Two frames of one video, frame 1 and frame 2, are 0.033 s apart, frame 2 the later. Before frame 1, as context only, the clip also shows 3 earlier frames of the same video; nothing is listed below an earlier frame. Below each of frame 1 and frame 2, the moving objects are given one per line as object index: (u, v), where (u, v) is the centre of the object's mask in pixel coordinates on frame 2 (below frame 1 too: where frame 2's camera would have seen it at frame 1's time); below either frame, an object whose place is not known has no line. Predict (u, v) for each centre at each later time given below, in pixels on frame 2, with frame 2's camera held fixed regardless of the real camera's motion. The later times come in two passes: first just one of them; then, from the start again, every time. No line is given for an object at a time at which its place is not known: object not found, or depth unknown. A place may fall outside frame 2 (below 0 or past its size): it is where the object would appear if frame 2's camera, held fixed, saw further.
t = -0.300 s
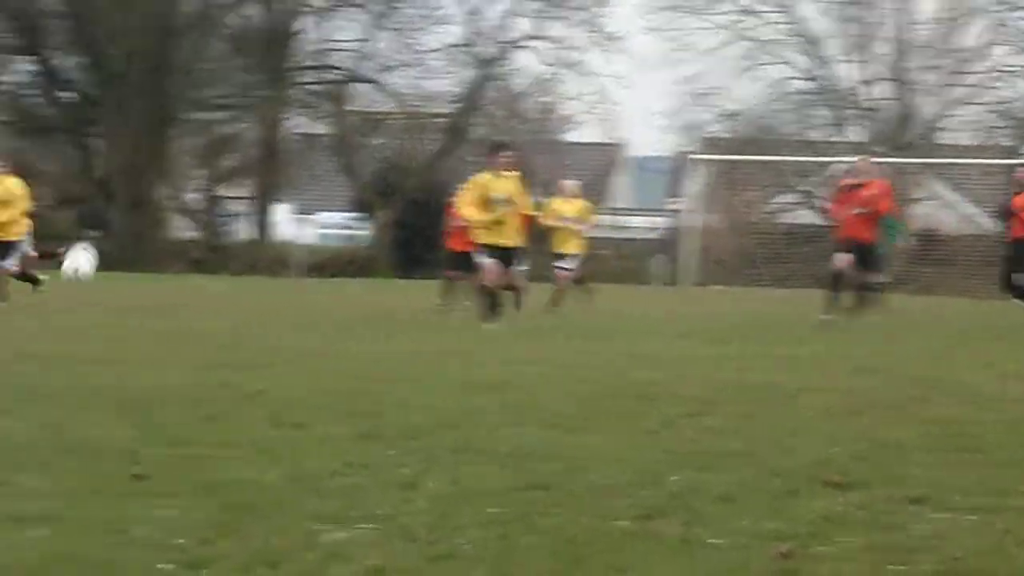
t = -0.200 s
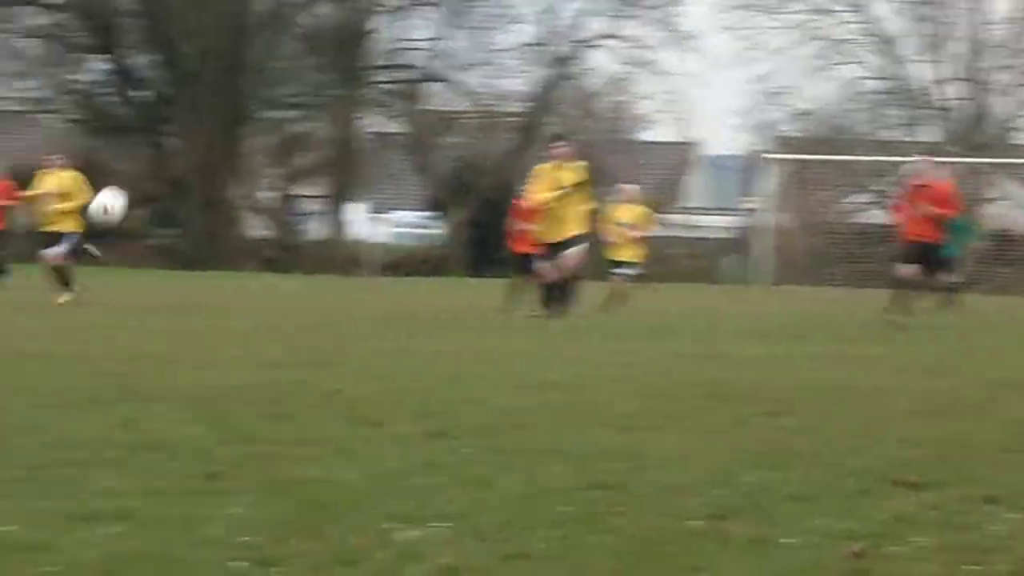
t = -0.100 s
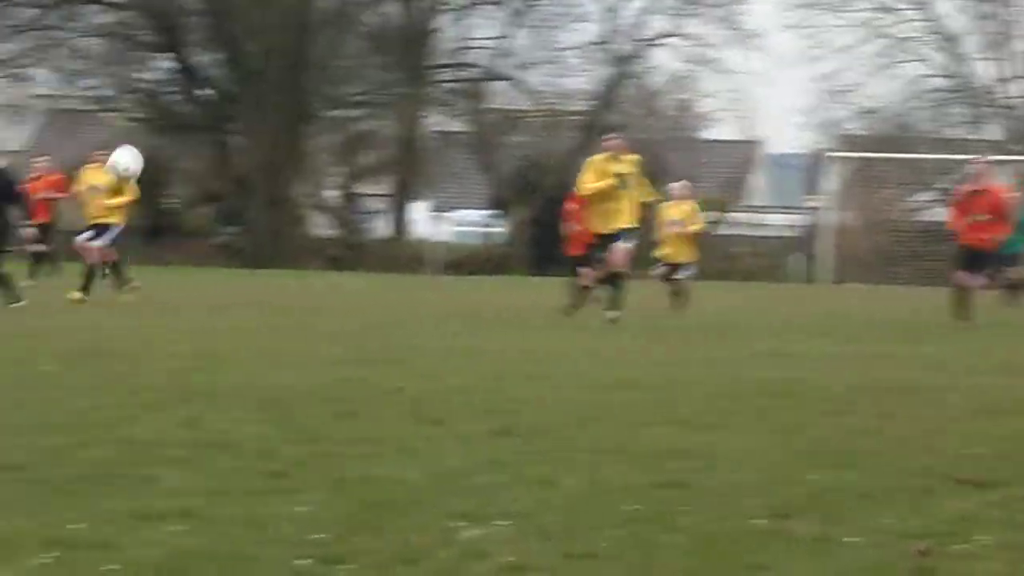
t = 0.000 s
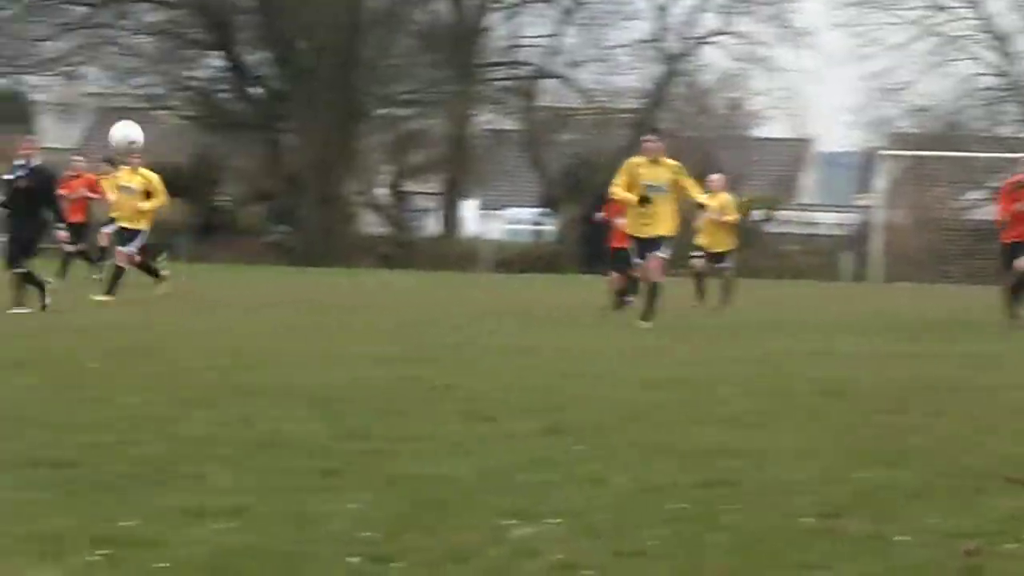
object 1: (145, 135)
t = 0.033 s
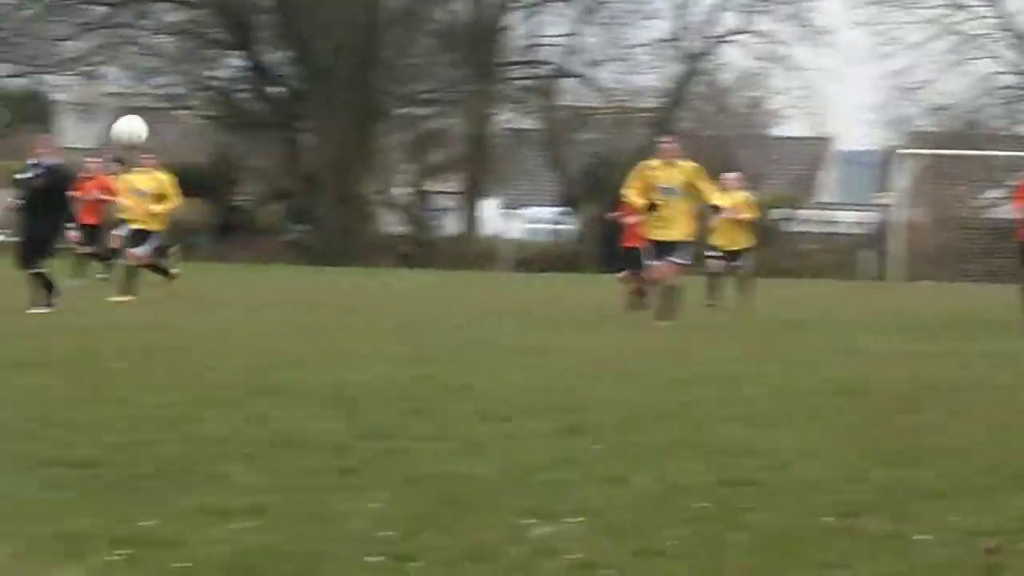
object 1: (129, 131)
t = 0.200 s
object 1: (31, 127)
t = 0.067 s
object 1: (112, 126)
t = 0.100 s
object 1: (91, 125)
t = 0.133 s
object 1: (72, 126)
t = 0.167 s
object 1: (52, 126)
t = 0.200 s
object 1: (31, 127)
